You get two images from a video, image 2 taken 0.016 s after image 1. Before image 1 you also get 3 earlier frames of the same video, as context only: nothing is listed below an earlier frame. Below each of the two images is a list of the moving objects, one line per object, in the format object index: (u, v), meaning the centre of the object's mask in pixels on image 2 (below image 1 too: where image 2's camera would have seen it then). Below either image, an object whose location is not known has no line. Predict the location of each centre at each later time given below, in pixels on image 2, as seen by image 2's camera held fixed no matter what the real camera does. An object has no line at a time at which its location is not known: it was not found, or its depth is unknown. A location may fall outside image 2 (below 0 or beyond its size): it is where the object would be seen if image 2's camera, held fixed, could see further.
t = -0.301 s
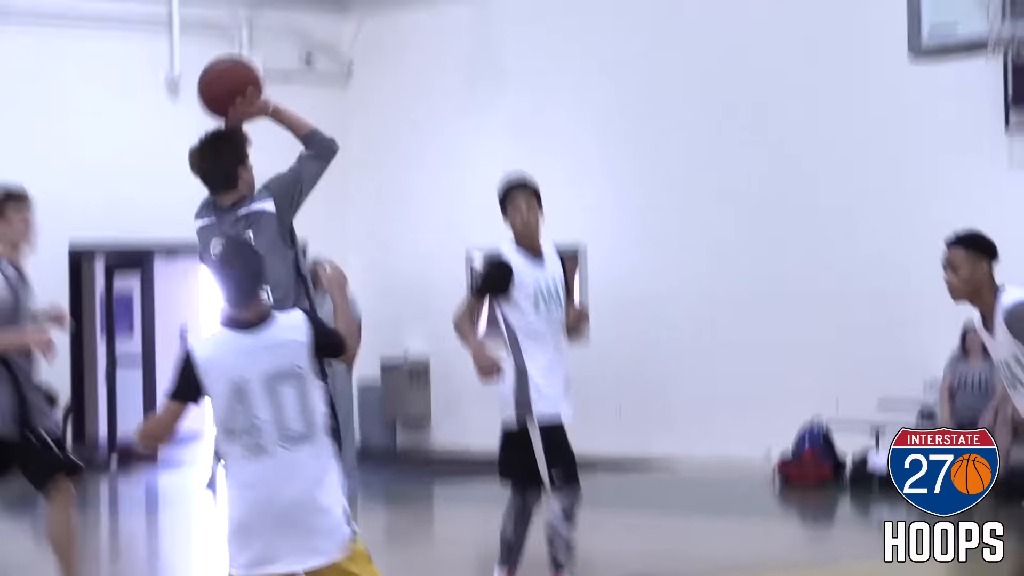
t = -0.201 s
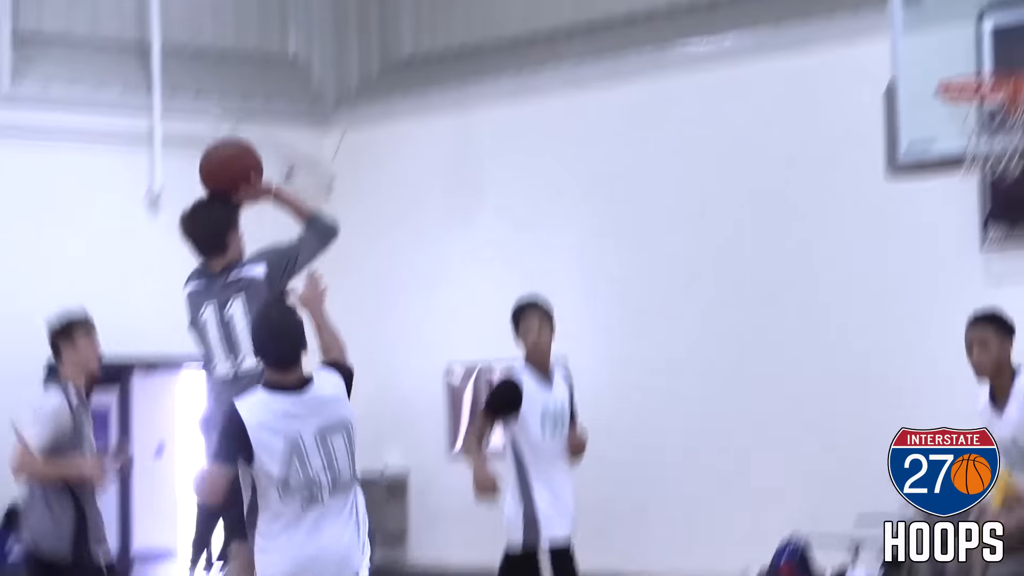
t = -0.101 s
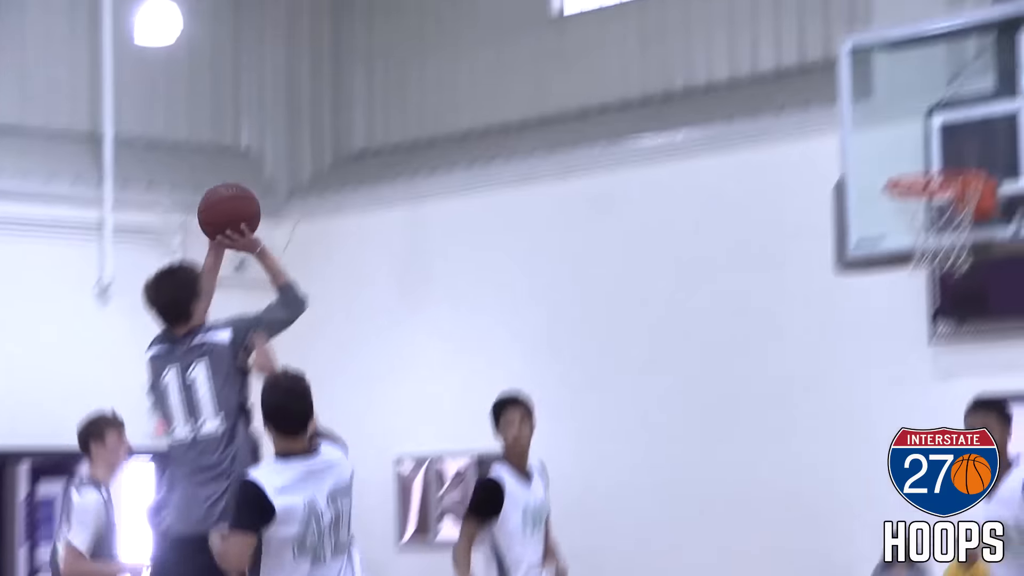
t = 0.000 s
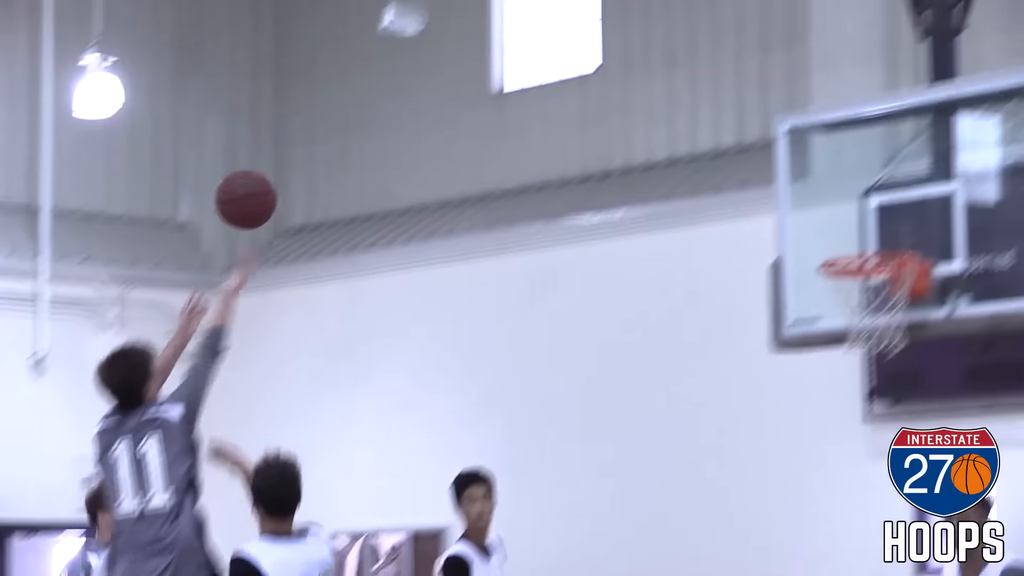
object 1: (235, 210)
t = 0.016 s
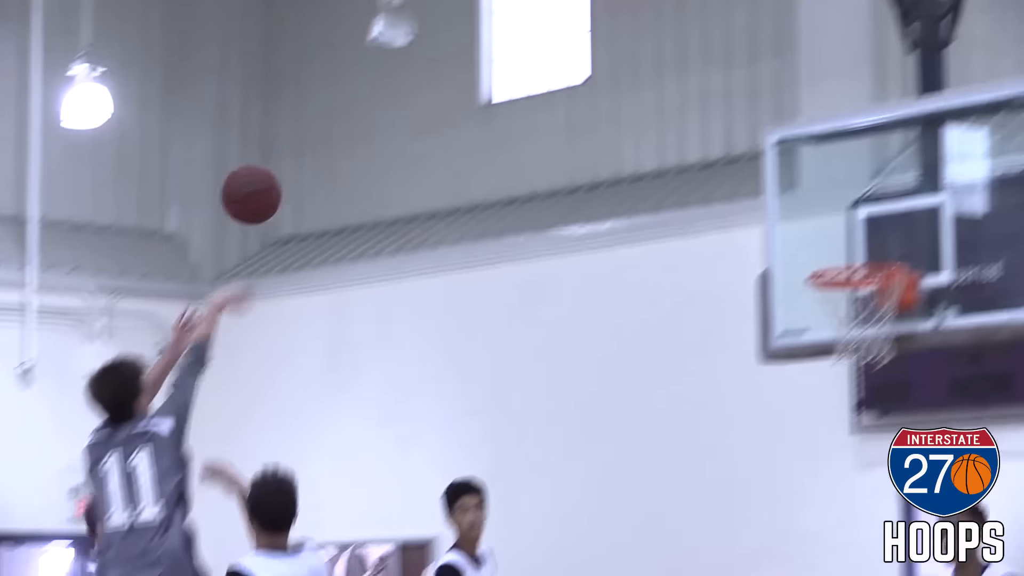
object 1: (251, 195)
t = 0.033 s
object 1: (267, 180)
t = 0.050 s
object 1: (284, 167)
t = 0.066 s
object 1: (300, 154)
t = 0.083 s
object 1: (316, 143)
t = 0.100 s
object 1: (331, 132)
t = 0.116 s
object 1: (347, 123)
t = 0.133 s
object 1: (362, 113)
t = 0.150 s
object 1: (377, 105)
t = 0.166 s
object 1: (392, 97)
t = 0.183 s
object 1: (406, 90)
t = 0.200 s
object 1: (420, 84)
